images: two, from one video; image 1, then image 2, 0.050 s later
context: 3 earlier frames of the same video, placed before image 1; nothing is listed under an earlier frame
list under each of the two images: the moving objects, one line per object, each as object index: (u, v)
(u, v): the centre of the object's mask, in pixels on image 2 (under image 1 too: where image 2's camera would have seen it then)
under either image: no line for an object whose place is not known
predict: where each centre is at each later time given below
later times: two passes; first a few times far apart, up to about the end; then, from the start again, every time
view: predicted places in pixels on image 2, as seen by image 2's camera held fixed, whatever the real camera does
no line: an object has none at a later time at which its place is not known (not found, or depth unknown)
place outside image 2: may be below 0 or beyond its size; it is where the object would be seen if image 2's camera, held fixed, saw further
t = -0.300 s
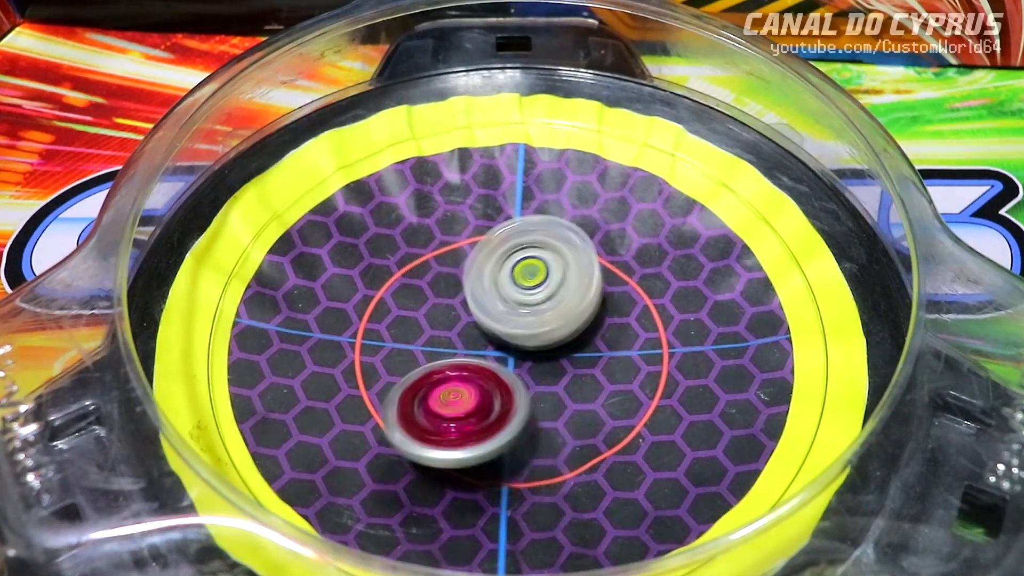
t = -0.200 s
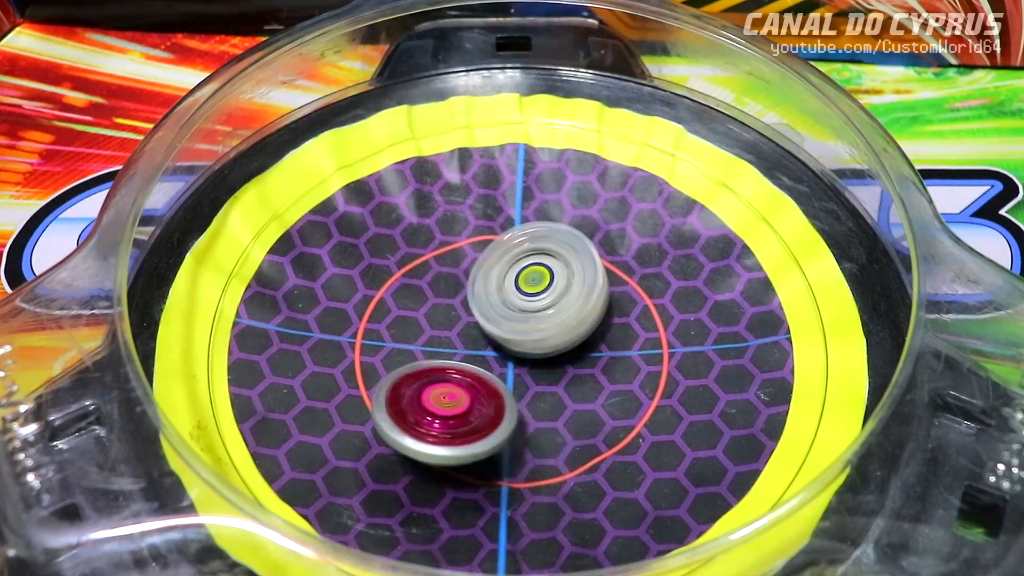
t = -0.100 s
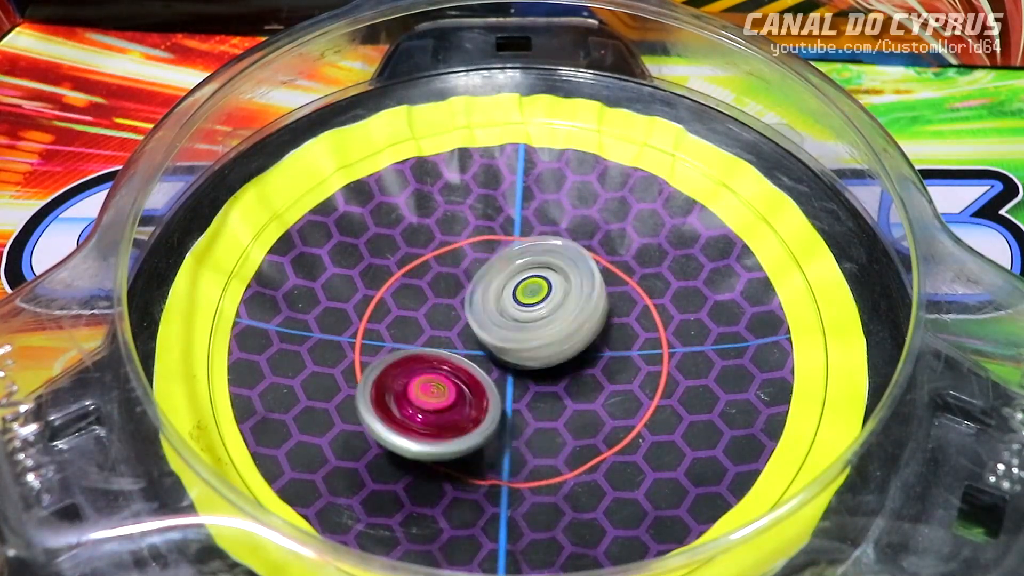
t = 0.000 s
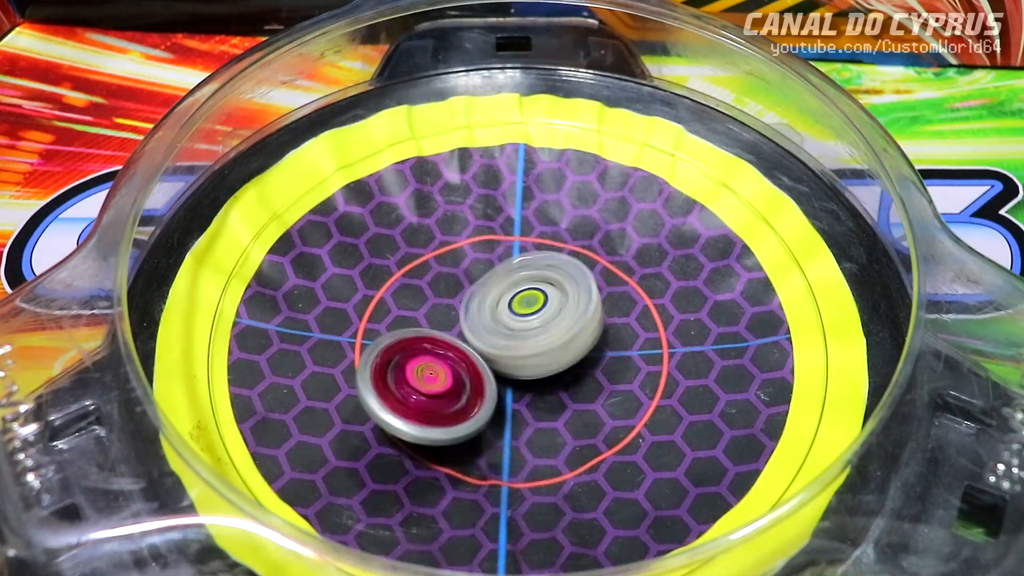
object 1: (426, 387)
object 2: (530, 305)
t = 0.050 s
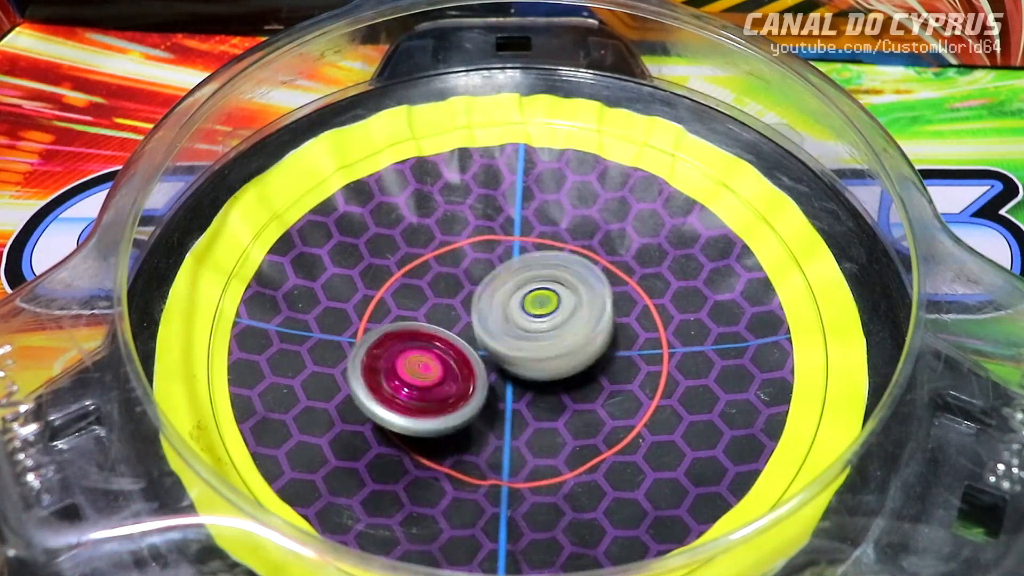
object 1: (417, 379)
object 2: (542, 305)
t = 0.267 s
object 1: (417, 339)
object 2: (568, 309)
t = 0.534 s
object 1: (426, 287)
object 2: (602, 340)
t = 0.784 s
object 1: (462, 271)
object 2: (590, 344)
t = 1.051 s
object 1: (482, 248)
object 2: (578, 379)
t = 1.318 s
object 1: (496, 242)
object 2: (530, 397)
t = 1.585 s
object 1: (513, 264)
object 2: (476, 362)
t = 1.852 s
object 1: (601, 267)
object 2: (396, 269)
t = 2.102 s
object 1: (566, 307)
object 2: (387, 241)
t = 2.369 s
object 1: (523, 358)
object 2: (418, 248)
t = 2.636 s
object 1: (525, 376)
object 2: (418, 292)
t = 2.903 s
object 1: (524, 367)
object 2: (402, 312)
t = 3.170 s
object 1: (536, 349)
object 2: (429, 310)
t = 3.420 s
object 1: (568, 338)
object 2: (478, 280)
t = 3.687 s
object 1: (582, 330)
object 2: (494, 249)
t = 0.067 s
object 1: (415, 376)
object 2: (543, 304)
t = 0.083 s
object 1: (414, 371)
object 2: (546, 306)
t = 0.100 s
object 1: (417, 367)
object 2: (546, 307)
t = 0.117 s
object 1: (420, 366)
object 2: (545, 305)
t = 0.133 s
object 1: (420, 366)
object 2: (547, 308)
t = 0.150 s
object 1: (417, 362)
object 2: (545, 309)
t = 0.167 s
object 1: (415, 358)
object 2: (547, 308)
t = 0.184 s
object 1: (417, 354)
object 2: (550, 308)
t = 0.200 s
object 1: (417, 351)
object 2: (552, 309)
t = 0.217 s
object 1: (414, 346)
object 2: (557, 308)
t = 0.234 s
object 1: (414, 342)
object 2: (563, 308)
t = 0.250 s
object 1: (416, 340)
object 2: (566, 308)
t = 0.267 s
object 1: (417, 339)
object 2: (568, 309)
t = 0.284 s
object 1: (416, 336)
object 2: (570, 310)
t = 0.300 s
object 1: (418, 332)
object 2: (569, 311)
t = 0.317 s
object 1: (421, 330)
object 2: (571, 321)
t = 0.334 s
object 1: (423, 328)
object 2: (569, 310)
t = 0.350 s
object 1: (424, 324)
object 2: (569, 313)
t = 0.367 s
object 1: (428, 321)
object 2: (568, 313)
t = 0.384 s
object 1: (431, 319)
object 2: (568, 313)
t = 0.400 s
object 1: (431, 316)
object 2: (570, 315)
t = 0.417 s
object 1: (431, 312)
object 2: (572, 315)
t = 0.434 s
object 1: (436, 308)
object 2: (573, 316)
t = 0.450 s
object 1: (441, 306)
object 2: (574, 318)
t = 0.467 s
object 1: (440, 305)
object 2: (575, 320)
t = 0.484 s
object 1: (432, 299)
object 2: (586, 331)
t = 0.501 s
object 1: (428, 292)
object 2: (592, 325)
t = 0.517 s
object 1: (426, 289)
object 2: (598, 337)
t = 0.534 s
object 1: (426, 287)
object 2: (602, 340)
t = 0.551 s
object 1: (425, 284)
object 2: (602, 332)
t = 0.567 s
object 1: (426, 280)
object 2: (602, 335)
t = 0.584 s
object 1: (429, 278)
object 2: (604, 344)
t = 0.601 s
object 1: (432, 277)
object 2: (602, 344)
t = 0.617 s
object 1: (433, 277)
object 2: (602, 346)
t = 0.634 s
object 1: (433, 275)
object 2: (600, 345)
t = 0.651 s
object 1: (435, 273)
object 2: (597, 345)
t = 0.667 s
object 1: (438, 271)
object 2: (599, 345)
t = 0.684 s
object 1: (442, 271)
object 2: (595, 346)
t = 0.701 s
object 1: (444, 270)
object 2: (595, 345)
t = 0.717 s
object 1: (448, 268)
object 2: (594, 344)
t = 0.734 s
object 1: (452, 269)
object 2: (593, 345)
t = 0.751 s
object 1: (457, 270)
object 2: (591, 344)
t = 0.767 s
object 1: (460, 271)
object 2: (588, 343)
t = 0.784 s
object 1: (462, 271)
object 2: (590, 344)
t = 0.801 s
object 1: (466, 272)
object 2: (585, 343)
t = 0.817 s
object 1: (470, 273)
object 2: (585, 343)
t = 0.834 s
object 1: (473, 275)
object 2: (584, 342)
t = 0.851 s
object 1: (474, 274)
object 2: (583, 344)
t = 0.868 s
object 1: (476, 272)
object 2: (584, 345)
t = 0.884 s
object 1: (479, 270)
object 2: (580, 347)
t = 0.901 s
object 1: (482, 271)
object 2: (581, 350)
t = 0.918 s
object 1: (483, 270)
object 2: (578, 352)
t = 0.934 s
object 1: (485, 267)
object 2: (578, 356)
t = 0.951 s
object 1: (489, 266)
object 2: (577, 357)
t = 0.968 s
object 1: (491, 267)
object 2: (575, 361)
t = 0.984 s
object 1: (490, 270)
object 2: (573, 359)
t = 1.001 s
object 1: (487, 270)
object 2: (571, 361)
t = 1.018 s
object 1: (483, 260)
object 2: (576, 368)
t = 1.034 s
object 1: (482, 252)
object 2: (574, 375)
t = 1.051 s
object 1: (482, 248)
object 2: (578, 379)
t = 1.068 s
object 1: (482, 245)
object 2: (575, 383)
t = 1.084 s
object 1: (481, 243)
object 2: (576, 386)
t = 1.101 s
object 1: (482, 241)
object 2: (570, 389)
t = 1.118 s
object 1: (483, 240)
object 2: (569, 390)
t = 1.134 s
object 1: (484, 240)
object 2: (565, 392)
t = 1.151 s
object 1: (484, 241)
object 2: (564, 394)
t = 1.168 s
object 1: (482, 240)
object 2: (559, 397)
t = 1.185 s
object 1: (481, 238)
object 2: (557, 397)
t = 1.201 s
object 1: (482, 236)
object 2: (554, 398)
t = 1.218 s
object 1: (484, 235)
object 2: (552, 400)
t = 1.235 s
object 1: (488, 235)
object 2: (547, 400)
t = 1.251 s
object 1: (490, 236)
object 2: (544, 400)
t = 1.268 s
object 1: (491, 237)
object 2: (542, 399)
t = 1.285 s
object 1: (493, 238)
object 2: (538, 400)
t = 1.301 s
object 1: (495, 240)
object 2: (534, 399)
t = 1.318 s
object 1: (496, 242)
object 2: (530, 397)
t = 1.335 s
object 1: (496, 244)
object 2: (528, 396)
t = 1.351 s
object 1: (495, 246)
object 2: (523, 394)
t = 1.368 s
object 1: (495, 246)
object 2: (520, 393)
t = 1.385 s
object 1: (496, 247)
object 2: (516, 390)
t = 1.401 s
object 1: (497, 249)
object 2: (514, 387)
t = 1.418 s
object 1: (498, 253)
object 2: (508, 385)
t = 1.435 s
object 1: (497, 256)
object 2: (506, 382)
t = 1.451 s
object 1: (496, 258)
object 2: (502, 377)
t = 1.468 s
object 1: (495, 260)
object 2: (501, 375)
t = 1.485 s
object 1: (495, 260)
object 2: (494, 373)
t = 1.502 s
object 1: (496, 260)
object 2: (491, 371)
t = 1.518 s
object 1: (498, 259)
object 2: (487, 369)
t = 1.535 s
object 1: (500, 259)
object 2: (486, 368)
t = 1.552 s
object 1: (504, 260)
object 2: (480, 366)
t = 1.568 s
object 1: (508, 263)
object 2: (479, 364)
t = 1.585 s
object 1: (513, 264)
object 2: (476, 362)
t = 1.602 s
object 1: (519, 265)
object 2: (473, 359)
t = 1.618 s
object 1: (531, 269)
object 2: (466, 354)
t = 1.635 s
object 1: (539, 273)
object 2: (457, 348)
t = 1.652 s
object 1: (549, 271)
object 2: (453, 343)
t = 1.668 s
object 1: (557, 268)
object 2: (444, 333)
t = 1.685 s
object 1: (565, 267)
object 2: (443, 329)
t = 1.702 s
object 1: (573, 268)
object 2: (436, 321)
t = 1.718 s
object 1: (578, 267)
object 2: (433, 314)
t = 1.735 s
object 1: (582, 264)
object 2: (428, 308)
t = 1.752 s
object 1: (586, 263)
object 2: (422, 299)
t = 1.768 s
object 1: (591, 264)
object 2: (421, 295)
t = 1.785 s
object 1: (594, 265)
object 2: (413, 287)
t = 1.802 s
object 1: (596, 265)
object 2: (409, 283)
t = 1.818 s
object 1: (599, 266)
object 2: (406, 278)
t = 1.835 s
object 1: (600, 266)
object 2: (399, 272)
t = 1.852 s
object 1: (601, 267)
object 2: (396, 269)
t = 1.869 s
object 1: (602, 267)
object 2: (394, 267)
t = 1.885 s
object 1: (603, 269)
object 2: (388, 262)
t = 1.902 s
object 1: (602, 271)
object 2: (387, 260)
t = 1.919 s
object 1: (602, 272)
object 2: (385, 258)
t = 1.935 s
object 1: (600, 275)
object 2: (382, 255)
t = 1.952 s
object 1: (598, 278)
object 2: (383, 254)
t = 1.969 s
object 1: (595, 280)
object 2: (381, 254)
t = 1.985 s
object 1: (594, 284)
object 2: (378, 249)
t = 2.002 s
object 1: (594, 285)
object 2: (380, 248)
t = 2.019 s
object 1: (592, 289)
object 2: (380, 249)
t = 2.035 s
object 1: (589, 292)
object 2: (380, 244)
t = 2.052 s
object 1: (585, 297)
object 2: (384, 244)
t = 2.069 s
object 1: (579, 300)
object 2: (383, 246)
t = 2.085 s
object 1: (573, 304)
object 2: (383, 242)
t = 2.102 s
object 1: (566, 307)
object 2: (387, 241)
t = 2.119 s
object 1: (561, 307)
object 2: (388, 243)
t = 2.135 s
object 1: (555, 311)
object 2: (391, 242)
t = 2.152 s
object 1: (548, 312)
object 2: (397, 245)
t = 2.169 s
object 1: (541, 314)
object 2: (397, 247)
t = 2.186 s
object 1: (535, 314)
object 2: (400, 246)
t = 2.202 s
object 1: (528, 315)
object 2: (405, 249)
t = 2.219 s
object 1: (523, 315)
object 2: (408, 251)
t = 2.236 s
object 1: (519, 319)
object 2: (410, 247)
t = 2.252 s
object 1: (520, 325)
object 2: (413, 246)
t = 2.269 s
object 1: (519, 327)
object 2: (414, 246)
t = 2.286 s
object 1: (519, 329)
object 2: (417, 245)
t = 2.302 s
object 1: (519, 328)
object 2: (420, 247)
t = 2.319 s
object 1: (522, 335)
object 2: (419, 248)
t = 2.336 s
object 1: (525, 343)
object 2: (419, 246)
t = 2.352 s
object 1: (525, 352)
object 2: (421, 246)
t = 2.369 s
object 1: (523, 358)
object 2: (418, 248)
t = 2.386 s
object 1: (520, 363)
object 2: (418, 248)
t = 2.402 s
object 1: (518, 366)
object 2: (419, 249)
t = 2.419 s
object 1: (519, 370)
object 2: (417, 252)
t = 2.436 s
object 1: (523, 372)
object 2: (418, 252)
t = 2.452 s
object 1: (528, 380)
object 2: (422, 254)
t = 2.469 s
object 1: (530, 382)
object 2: (422, 259)
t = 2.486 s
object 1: (533, 382)
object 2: (419, 262)
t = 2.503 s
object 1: (538, 380)
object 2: (422, 263)
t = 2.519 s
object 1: (541, 381)
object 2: (422, 267)
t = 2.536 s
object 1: (542, 382)
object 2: (420, 270)
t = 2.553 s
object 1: (540, 383)
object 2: (423, 273)
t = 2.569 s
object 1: (538, 383)
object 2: (424, 279)
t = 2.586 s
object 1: (535, 383)
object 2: (420, 284)
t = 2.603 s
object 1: (532, 381)
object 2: (420, 286)
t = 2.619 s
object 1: (528, 379)
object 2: (420, 289)
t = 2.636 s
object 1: (525, 376)
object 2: (418, 292)
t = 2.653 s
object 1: (524, 373)
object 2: (419, 295)
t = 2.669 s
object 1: (523, 371)
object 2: (422, 299)
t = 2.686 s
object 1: (523, 368)
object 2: (418, 303)
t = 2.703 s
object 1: (522, 366)
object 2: (415, 307)
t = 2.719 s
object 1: (525, 367)
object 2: (417, 310)
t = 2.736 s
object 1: (525, 365)
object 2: (413, 314)
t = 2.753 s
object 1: (525, 365)
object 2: (410, 316)
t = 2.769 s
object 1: (525, 365)
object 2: (411, 317)
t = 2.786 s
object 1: (524, 366)
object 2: (409, 319)
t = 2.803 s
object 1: (524, 366)
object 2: (404, 321)
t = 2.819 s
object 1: (525, 366)
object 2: (404, 321)
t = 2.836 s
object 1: (525, 366)
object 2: (401, 312)
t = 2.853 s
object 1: (525, 366)
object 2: (402, 313)
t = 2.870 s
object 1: (526, 366)
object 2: (400, 315)
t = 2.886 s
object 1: (525, 366)
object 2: (403, 312)
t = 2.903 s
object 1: (524, 367)
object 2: (402, 312)
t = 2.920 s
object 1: (522, 368)
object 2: (403, 320)
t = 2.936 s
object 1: (519, 367)
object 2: (402, 310)
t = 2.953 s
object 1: (517, 365)
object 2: (409, 319)
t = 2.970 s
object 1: (517, 365)
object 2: (410, 310)
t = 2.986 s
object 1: (517, 365)
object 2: (409, 317)
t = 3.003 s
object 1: (520, 365)
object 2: (409, 315)
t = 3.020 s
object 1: (522, 364)
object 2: (412, 317)
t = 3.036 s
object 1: (524, 363)
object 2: (411, 317)
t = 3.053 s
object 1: (526, 361)
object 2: (409, 314)
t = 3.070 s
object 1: (527, 360)
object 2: (410, 311)
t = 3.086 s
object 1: (528, 358)
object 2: (415, 311)
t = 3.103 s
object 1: (530, 356)
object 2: (417, 314)
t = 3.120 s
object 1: (531, 354)
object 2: (417, 313)
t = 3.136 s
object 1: (532, 352)
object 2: (421, 310)
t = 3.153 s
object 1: (533, 350)
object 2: (427, 309)
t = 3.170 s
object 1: (536, 349)
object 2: (429, 310)
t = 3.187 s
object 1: (538, 347)
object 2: (430, 308)
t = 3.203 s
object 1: (540, 346)
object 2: (433, 305)
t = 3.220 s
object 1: (545, 349)
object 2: (437, 302)
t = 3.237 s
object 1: (546, 346)
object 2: (441, 302)
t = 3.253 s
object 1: (551, 347)
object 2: (444, 302)
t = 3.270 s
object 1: (553, 346)
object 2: (447, 301)
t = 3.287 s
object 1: (552, 344)
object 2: (451, 297)
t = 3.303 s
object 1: (554, 344)
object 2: (456, 294)
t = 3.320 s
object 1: (557, 343)
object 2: (460, 293)
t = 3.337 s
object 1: (559, 343)
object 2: (463, 293)
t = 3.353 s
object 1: (561, 342)
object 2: (465, 291)
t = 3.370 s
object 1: (562, 341)
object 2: (467, 289)
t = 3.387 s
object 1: (563, 340)
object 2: (470, 285)
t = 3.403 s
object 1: (566, 339)
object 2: (474, 282)
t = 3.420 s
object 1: (568, 338)
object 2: (478, 280)
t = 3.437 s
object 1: (569, 337)
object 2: (481, 280)
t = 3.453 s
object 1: (571, 336)
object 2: (483, 279)
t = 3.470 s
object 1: (572, 334)
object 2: (485, 276)
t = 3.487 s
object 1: (575, 336)
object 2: (486, 273)
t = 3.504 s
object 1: (577, 335)
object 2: (488, 268)
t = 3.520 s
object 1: (578, 334)
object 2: (490, 264)
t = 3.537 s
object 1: (579, 333)
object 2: (492, 260)
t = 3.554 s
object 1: (579, 329)
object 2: (494, 258)
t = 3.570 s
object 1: (581, 328)
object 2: (496, 256)
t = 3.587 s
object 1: (584, 331)
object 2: (497, 255)
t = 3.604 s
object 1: (585, 330)
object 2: (497, 254)
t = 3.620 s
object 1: (583, 327)
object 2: (497, 253)
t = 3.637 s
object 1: (585, 330)
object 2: (497, 251)
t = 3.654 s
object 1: (583, 327)
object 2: (496, 250)
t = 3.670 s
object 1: (583, 331)
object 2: (495, 249)
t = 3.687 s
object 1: (582, 330)
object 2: (494, 249)
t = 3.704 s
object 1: (580, 332)
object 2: (494, 248)
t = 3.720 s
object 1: (578, 332)
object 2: (493, 247)
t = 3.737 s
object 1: (577, 333)
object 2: (493, 247)
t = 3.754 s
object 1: (576, 333)
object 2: (493, 247)
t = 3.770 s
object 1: (575, 334)
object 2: (493, 248)
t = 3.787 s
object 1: (574, 335)
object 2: (493, 248)
